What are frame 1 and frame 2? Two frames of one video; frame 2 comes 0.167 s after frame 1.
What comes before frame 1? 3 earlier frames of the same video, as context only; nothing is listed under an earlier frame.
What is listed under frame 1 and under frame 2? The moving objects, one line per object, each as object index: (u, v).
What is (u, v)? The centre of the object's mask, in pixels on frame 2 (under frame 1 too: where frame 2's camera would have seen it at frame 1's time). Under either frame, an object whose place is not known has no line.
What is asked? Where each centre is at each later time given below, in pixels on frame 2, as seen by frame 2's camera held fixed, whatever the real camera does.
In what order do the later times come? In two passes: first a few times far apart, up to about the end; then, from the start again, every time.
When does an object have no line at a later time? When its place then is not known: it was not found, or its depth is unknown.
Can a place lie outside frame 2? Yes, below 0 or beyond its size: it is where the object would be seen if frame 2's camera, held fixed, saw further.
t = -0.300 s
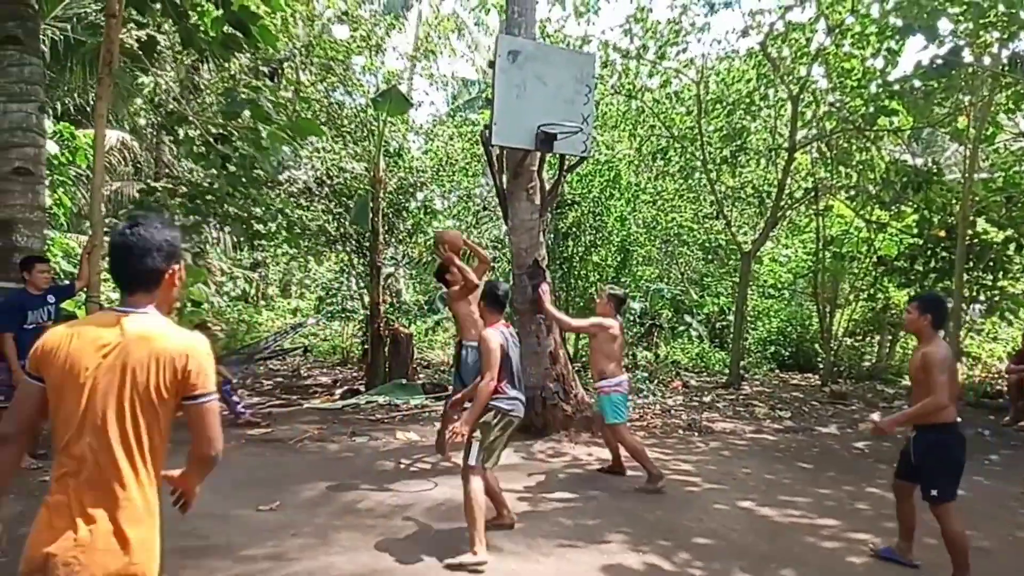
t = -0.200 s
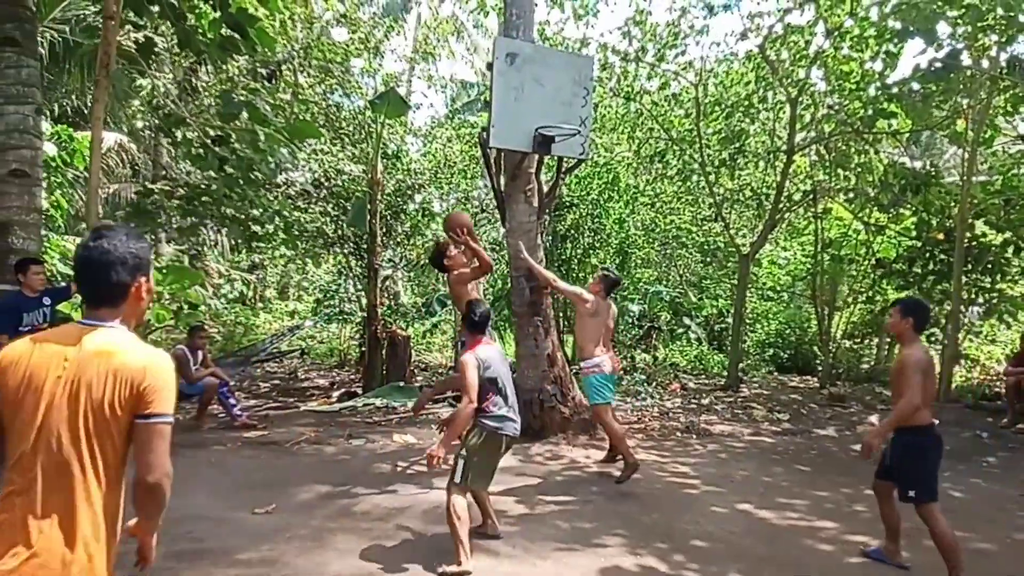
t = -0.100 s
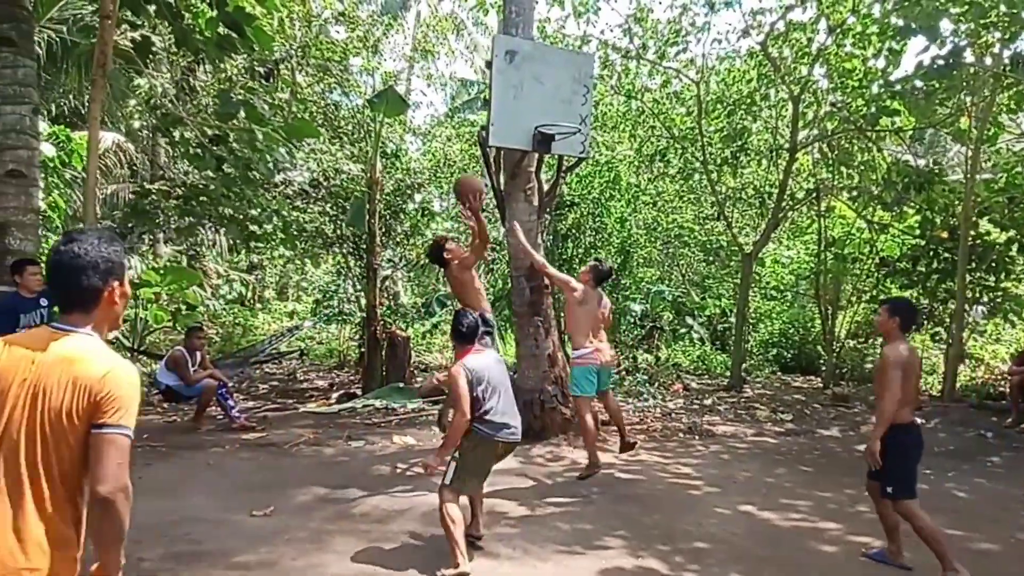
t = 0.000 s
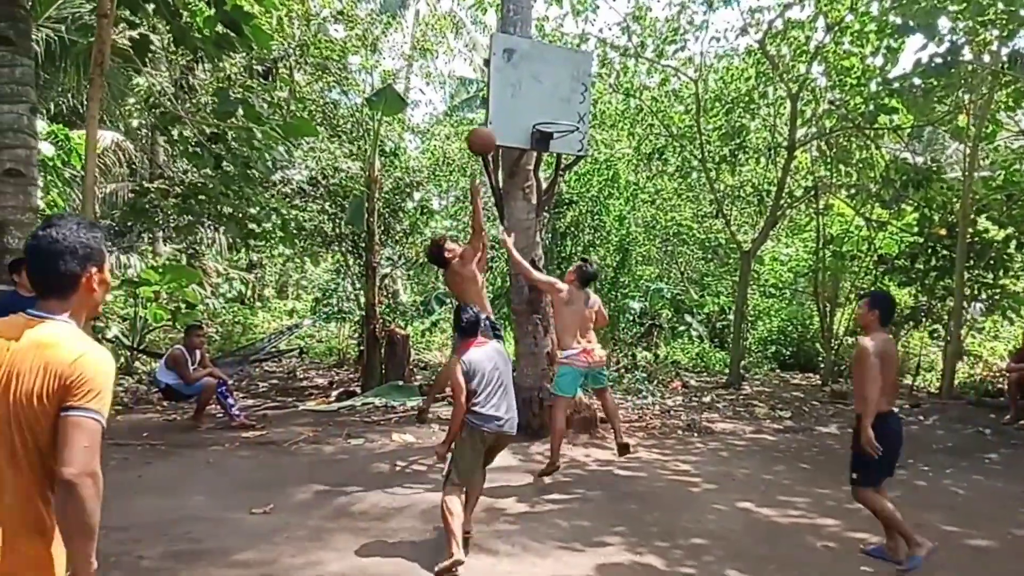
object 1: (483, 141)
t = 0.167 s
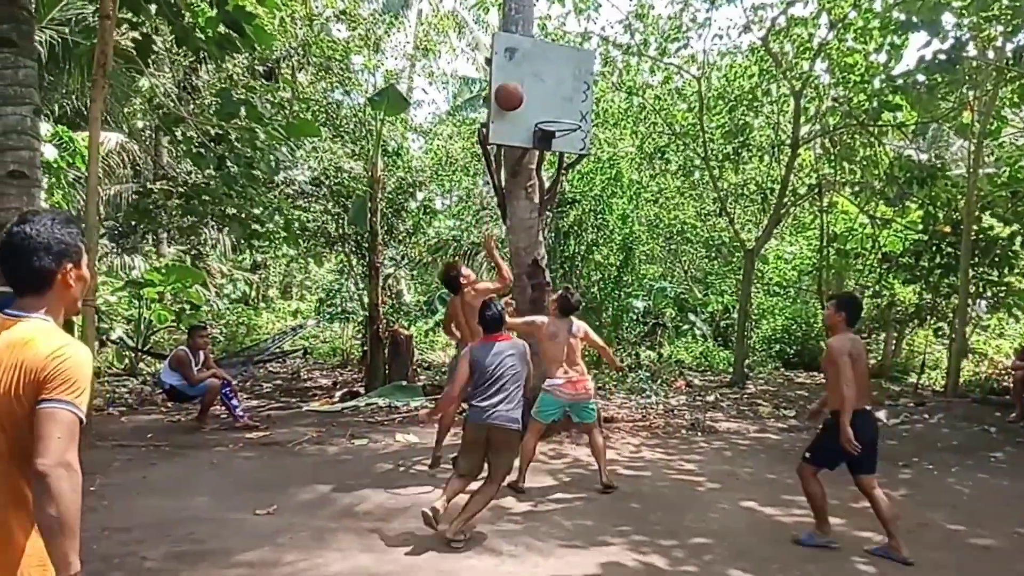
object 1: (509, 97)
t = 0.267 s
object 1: (534, 92)
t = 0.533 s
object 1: (581, 103)
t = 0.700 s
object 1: (596, 121)
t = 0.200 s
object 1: (517, 94)
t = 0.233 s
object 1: (526, 92)
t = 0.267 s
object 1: (534, 92)
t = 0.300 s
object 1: (542, 93)
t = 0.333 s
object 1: (550, 96)
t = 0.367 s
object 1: (559, 100)
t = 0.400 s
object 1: (568, 105)
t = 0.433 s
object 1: (573, 107)
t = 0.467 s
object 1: (575, 105)
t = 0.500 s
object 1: (578, 103)
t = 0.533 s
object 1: (581, 103)
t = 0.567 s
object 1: (584, 104)
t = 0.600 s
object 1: (587, 107)
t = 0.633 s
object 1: (590, 111)
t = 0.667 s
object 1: (593, 115)
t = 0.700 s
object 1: (596, 121)
